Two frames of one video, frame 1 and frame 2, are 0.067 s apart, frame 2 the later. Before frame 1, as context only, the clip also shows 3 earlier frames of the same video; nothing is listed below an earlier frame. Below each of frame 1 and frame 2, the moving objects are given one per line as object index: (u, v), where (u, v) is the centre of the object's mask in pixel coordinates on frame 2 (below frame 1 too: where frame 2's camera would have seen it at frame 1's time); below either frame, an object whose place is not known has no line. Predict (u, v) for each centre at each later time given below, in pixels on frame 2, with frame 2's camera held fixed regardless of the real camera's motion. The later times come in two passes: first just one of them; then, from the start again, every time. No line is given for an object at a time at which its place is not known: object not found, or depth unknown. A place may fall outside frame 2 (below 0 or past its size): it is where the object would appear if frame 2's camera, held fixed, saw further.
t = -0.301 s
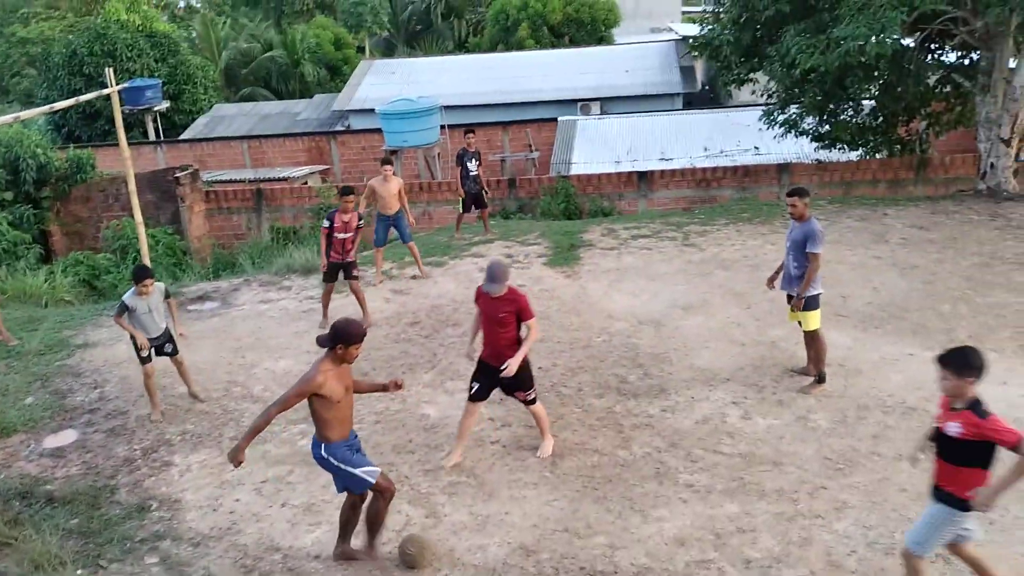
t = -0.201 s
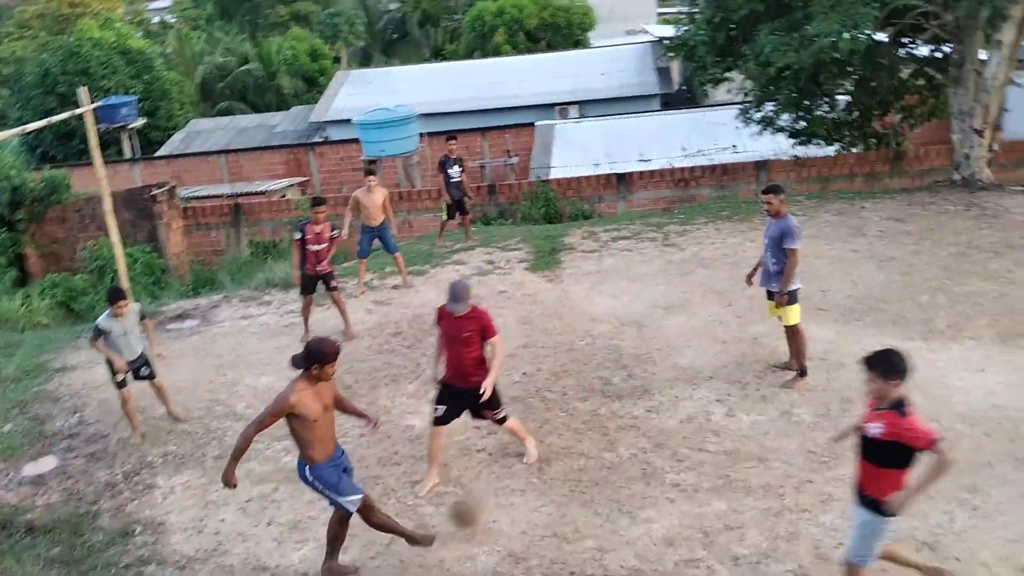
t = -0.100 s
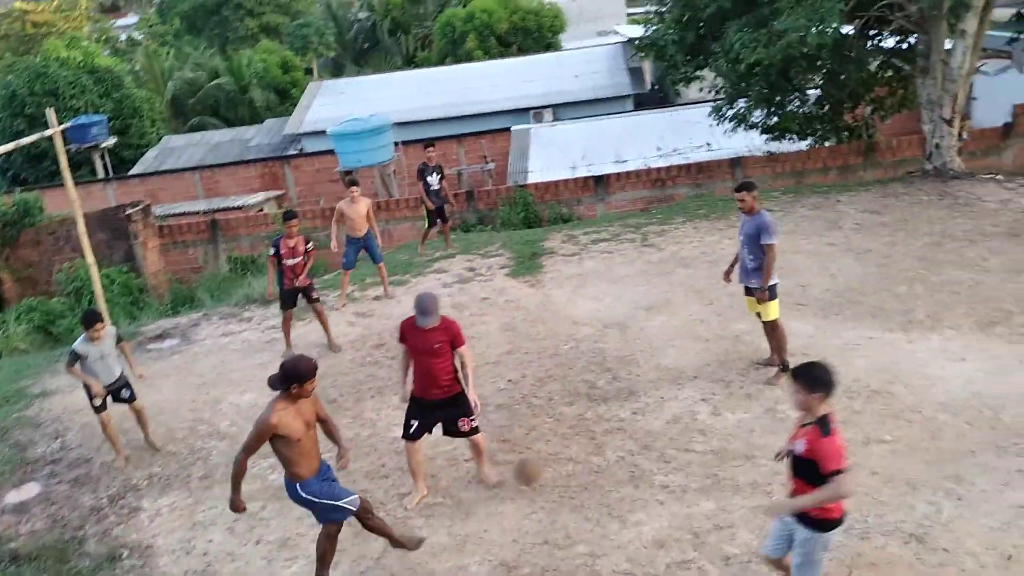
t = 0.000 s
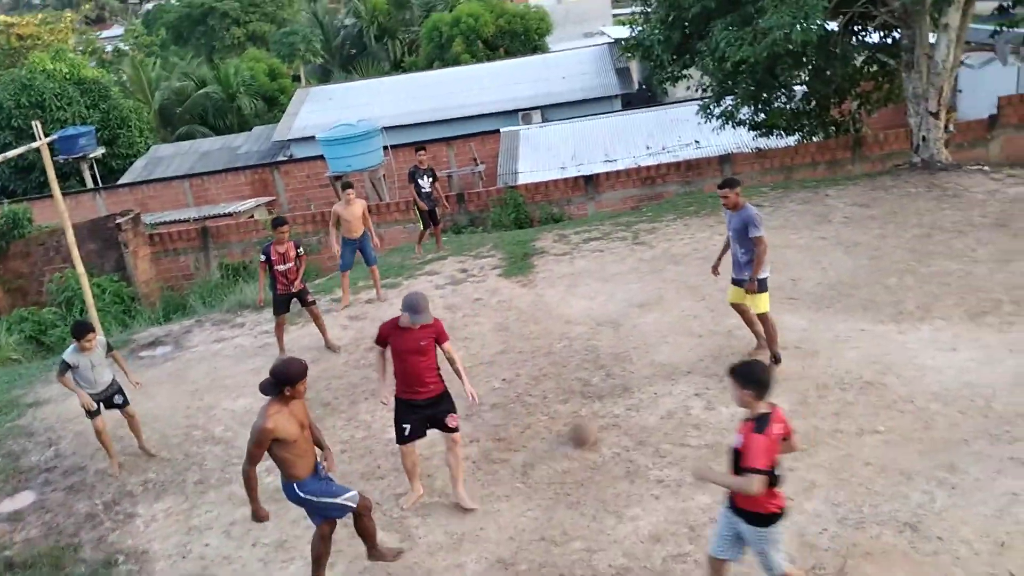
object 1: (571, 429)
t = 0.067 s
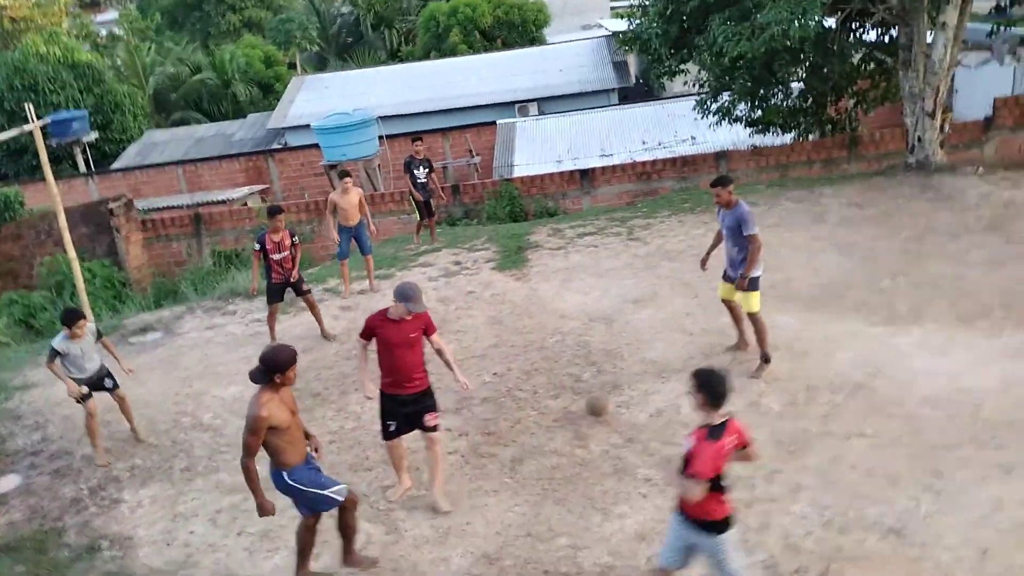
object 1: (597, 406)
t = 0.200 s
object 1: (642, 375)
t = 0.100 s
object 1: (609, 396)
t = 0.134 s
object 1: (621, 387)
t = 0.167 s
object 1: (632, 381)
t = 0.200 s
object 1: (642, 375)
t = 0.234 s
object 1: (651, 368)
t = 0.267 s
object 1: (659, 360)
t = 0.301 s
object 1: (667, 354)
